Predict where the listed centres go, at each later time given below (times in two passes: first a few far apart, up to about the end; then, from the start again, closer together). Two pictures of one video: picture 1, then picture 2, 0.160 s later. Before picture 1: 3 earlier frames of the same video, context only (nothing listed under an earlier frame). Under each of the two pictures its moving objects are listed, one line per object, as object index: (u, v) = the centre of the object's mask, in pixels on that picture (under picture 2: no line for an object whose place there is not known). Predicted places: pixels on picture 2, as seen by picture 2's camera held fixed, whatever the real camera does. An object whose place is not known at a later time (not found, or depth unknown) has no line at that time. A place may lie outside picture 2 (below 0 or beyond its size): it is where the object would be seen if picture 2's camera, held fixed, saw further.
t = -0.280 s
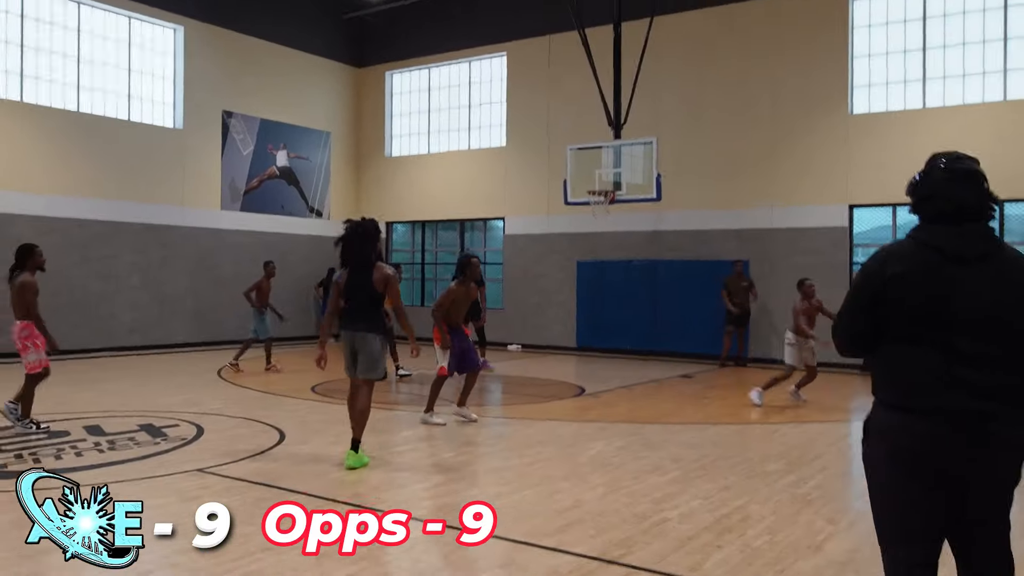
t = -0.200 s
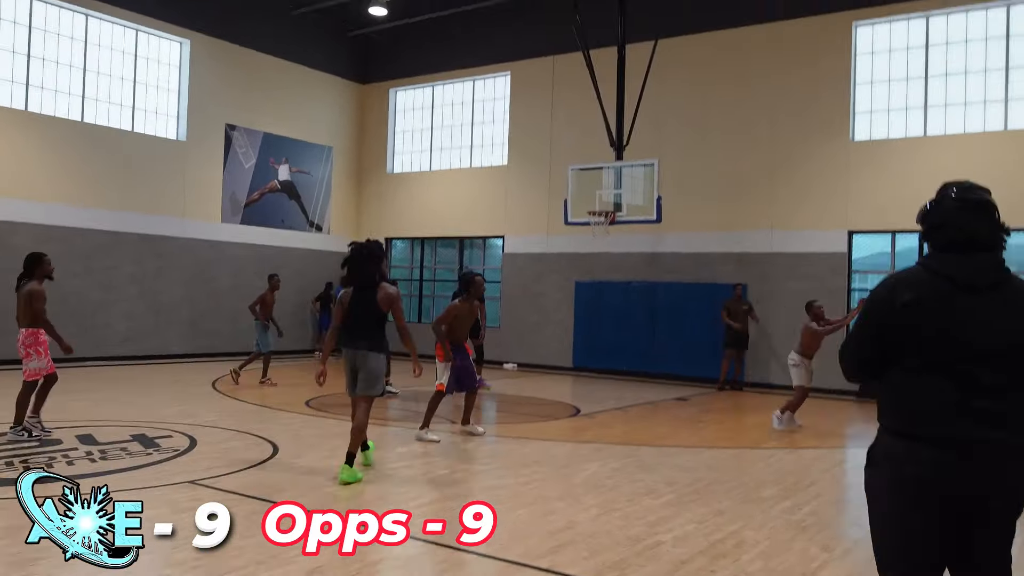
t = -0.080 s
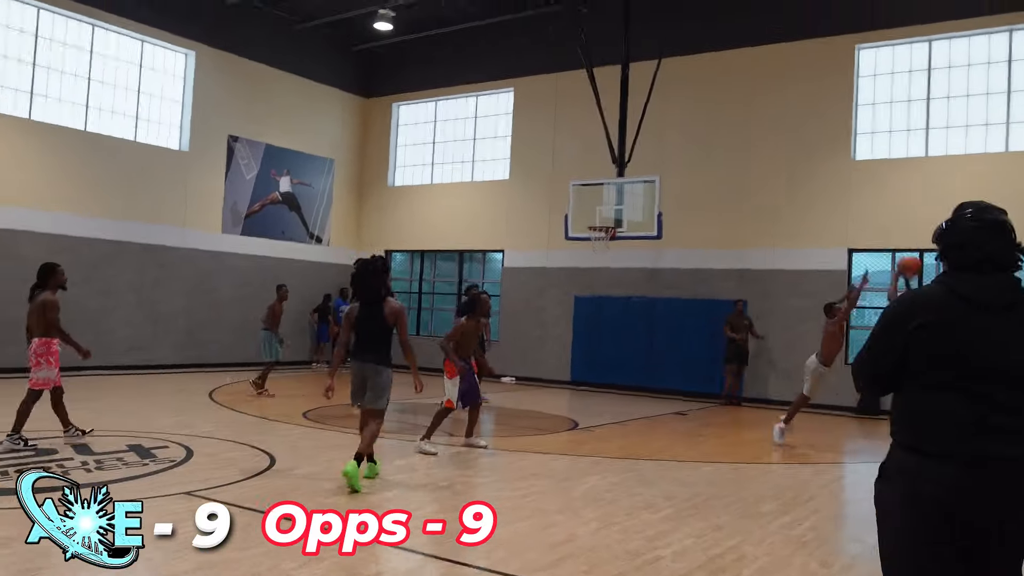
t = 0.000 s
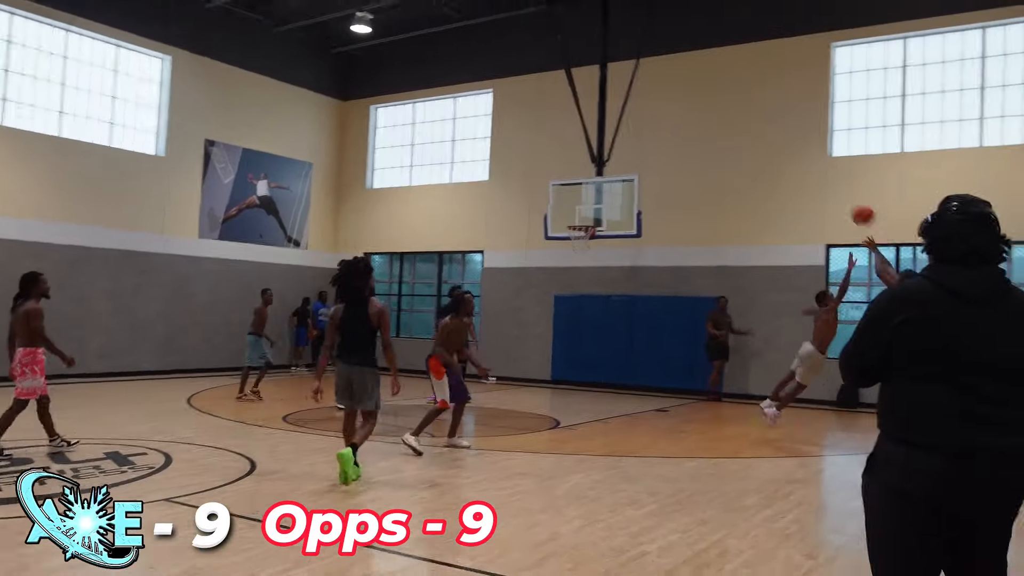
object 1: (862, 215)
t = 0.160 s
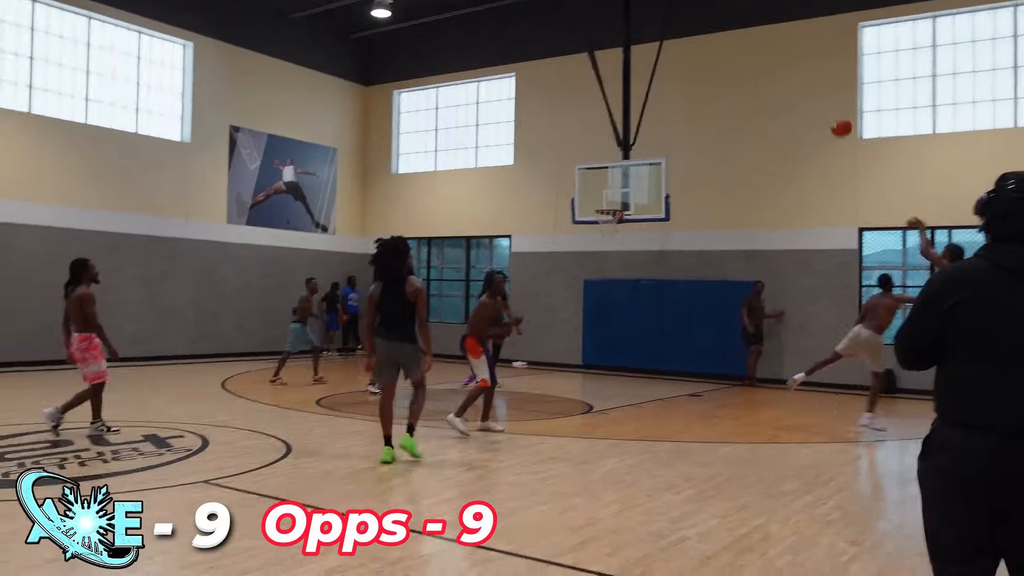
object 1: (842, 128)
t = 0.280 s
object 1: (805, 96)
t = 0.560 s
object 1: (735, 67)
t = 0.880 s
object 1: (668, 101)
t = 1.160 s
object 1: (617, 174)
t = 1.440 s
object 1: (597, 198)
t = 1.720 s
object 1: (574, 210)
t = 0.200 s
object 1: (830, 115)
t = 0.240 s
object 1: (819, 105)
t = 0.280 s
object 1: (805, 96)
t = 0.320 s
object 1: (794, 90)
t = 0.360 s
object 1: (783, 83)
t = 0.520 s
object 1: (747, 65)
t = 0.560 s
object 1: (735, 67)
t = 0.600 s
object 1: (724, 69)
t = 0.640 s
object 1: (716, 70)
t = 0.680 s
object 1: (708, 74)
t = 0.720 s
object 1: (701, 76)
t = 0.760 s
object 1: (691, 81)
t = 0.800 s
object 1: (683, 87)
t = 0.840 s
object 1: (676, 94)
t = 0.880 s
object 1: (668, 101)
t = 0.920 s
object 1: (660, 110)
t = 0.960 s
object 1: (653, 119)
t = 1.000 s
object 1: (644, 129)
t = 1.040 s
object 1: (637, 139)
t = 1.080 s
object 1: (630, 150)
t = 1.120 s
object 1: (624, 161)
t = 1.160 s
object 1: (617, 174)
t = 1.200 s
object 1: (611, 187)
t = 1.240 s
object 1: (604, 201)
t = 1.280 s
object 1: (602, 202)
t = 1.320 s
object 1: (600, 201)
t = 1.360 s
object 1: (599, 199)
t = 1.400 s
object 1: (598, 198)
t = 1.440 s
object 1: (597, 198)
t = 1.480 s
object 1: (596, 200)
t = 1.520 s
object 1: (593, 199)
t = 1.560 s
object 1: (589, 200)
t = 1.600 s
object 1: (585, 201)
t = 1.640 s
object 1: (582, 203)
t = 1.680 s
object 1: (578, 205)
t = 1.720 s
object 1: (574, 210)
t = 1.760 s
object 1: (570, 214)
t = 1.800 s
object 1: (566, 220)
